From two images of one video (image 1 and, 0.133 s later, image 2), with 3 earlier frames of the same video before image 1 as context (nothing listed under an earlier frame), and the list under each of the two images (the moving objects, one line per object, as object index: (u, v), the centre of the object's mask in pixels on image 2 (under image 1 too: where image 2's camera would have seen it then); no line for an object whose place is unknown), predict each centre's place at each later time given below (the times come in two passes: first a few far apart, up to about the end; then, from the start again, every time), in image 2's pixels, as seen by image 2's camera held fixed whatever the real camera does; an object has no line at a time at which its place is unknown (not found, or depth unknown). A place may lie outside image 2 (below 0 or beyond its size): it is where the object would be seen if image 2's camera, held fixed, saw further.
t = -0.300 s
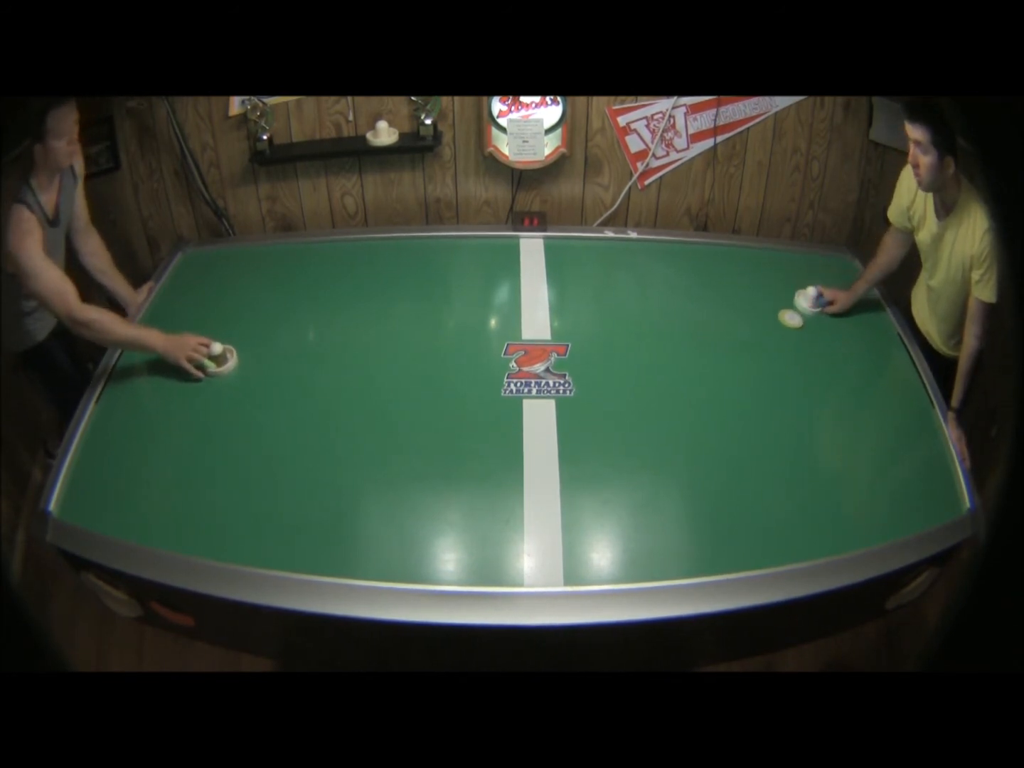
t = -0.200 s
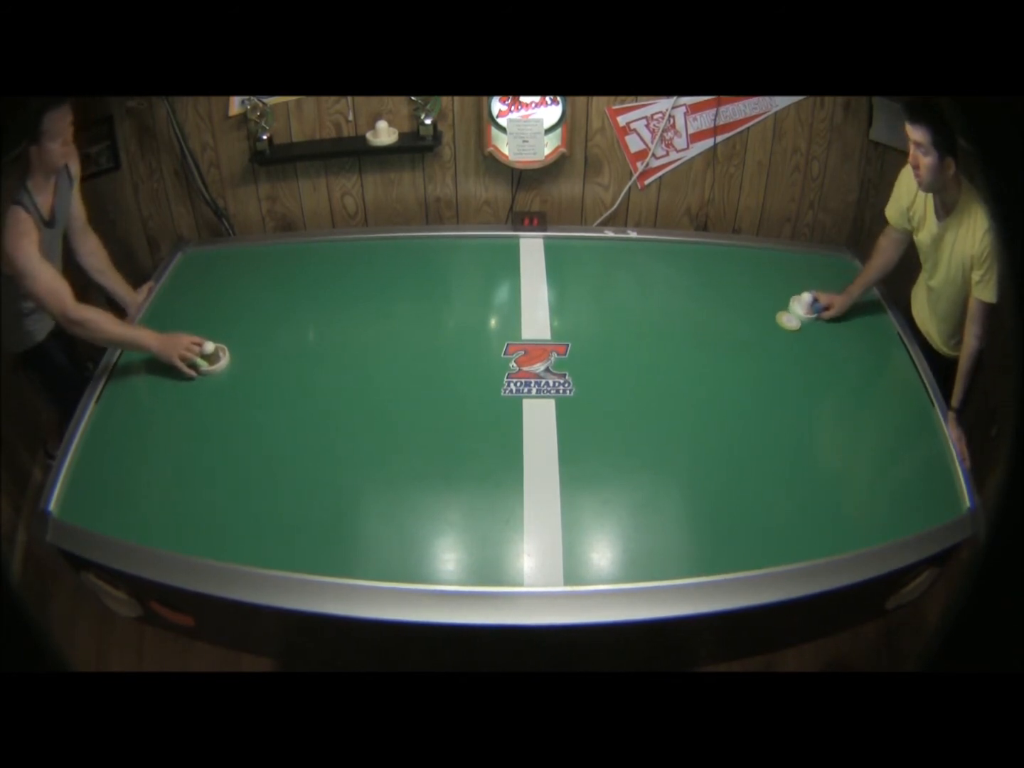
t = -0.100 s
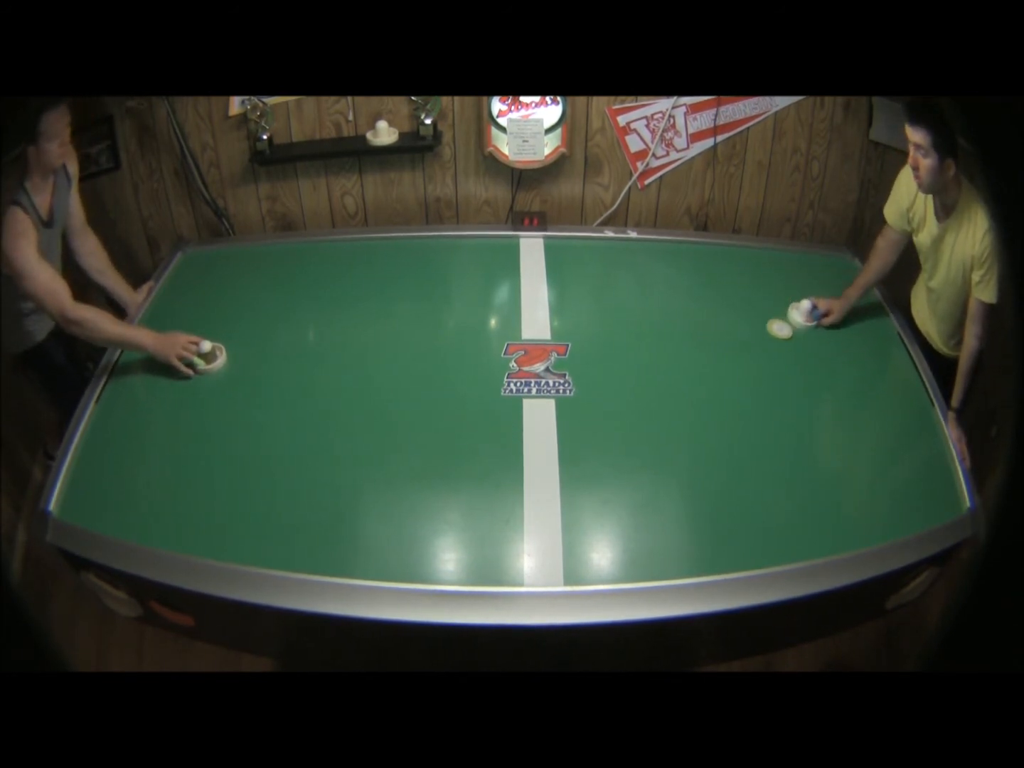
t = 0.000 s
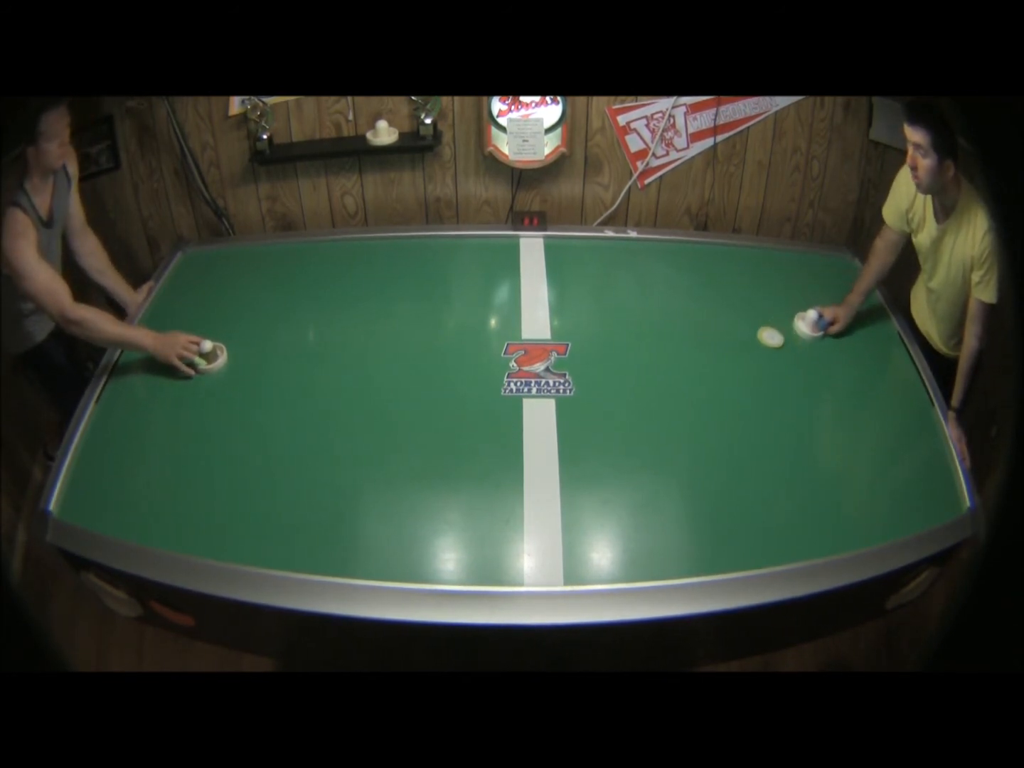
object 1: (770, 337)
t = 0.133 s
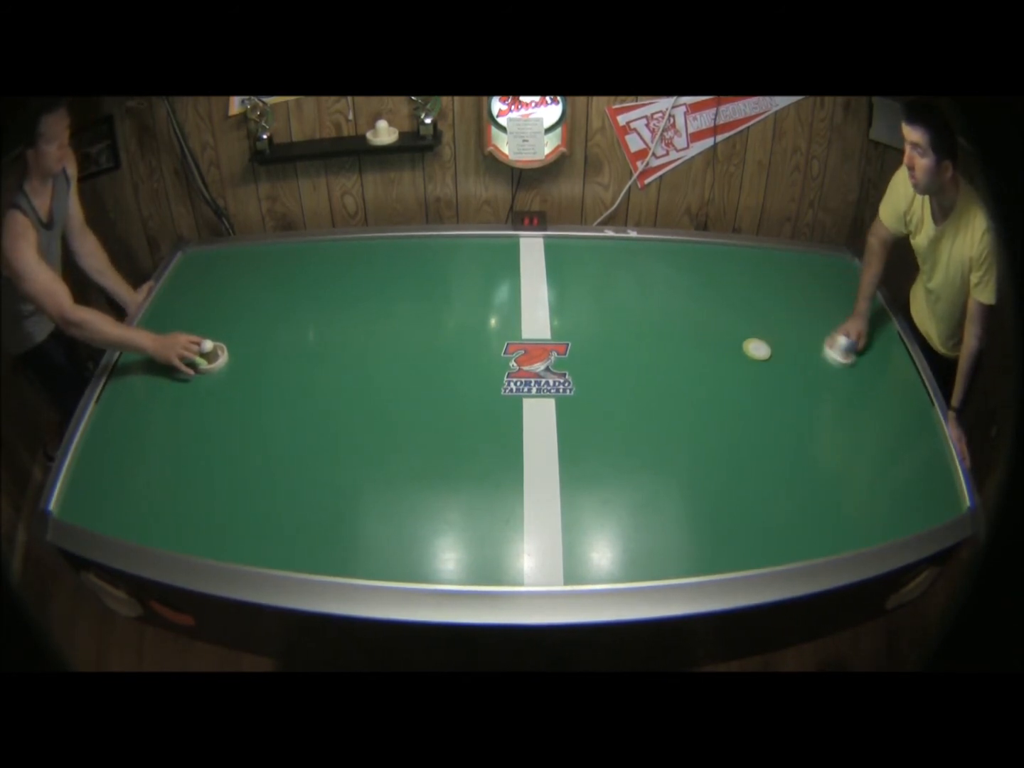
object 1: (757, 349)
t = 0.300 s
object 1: (738, 365)
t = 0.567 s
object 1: (703, 394)
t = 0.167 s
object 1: (753, 352)
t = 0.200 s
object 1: (750, 356)
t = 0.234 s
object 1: (746, 359)
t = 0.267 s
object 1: (742, 362)
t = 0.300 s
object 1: (738, 365)
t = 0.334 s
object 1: (734, 369)
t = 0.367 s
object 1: (730, 372)
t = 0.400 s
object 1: (726, 376)
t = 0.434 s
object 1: (721, 379)
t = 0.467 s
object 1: (717, 383)
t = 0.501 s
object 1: (712, 386)
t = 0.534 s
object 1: (708, 390)
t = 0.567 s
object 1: (703, 394)
